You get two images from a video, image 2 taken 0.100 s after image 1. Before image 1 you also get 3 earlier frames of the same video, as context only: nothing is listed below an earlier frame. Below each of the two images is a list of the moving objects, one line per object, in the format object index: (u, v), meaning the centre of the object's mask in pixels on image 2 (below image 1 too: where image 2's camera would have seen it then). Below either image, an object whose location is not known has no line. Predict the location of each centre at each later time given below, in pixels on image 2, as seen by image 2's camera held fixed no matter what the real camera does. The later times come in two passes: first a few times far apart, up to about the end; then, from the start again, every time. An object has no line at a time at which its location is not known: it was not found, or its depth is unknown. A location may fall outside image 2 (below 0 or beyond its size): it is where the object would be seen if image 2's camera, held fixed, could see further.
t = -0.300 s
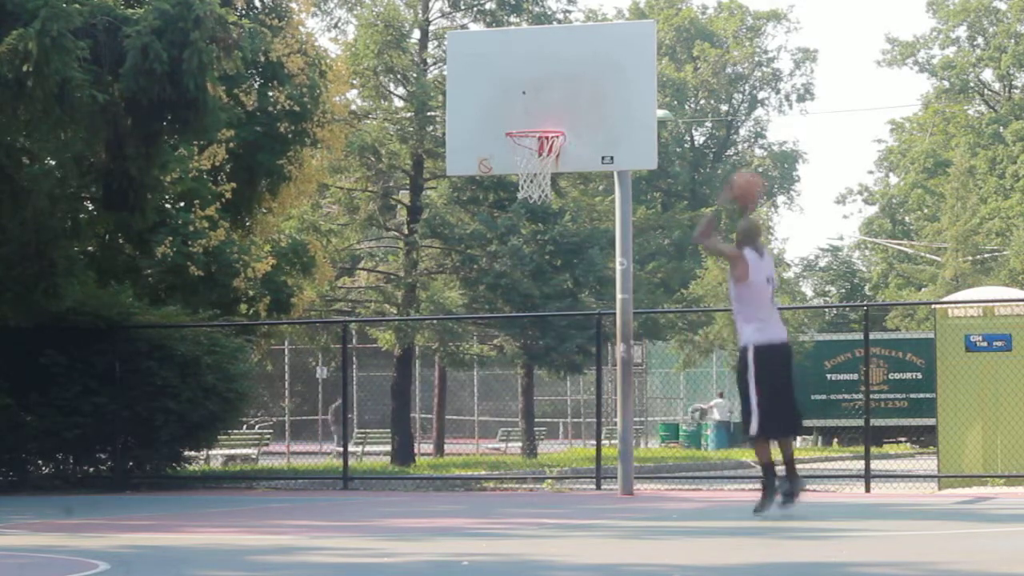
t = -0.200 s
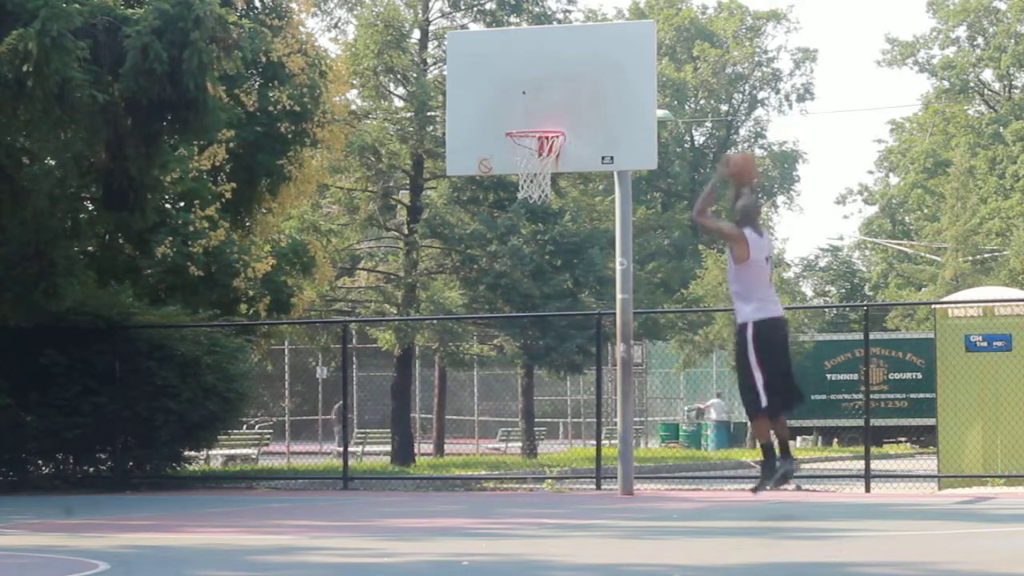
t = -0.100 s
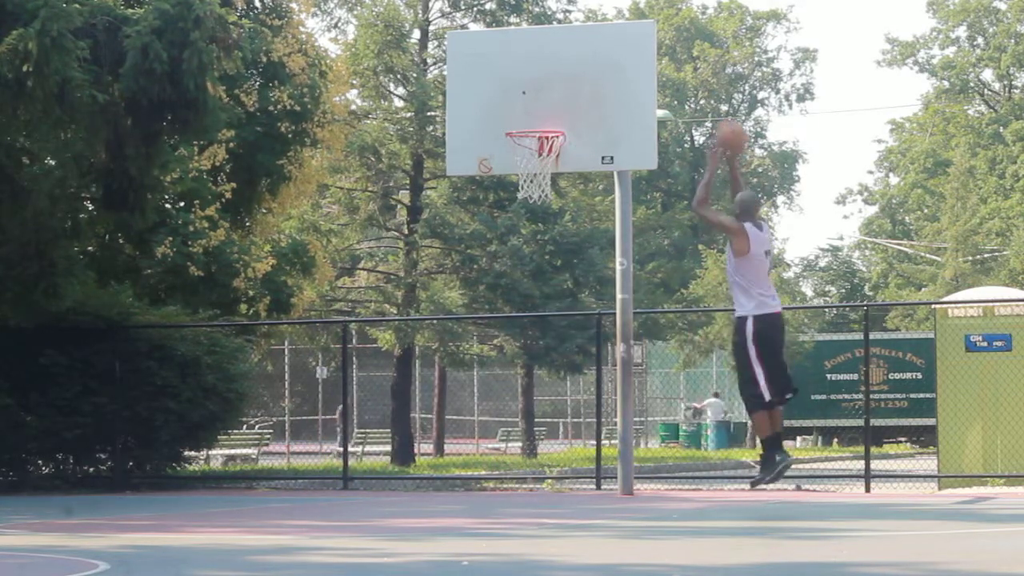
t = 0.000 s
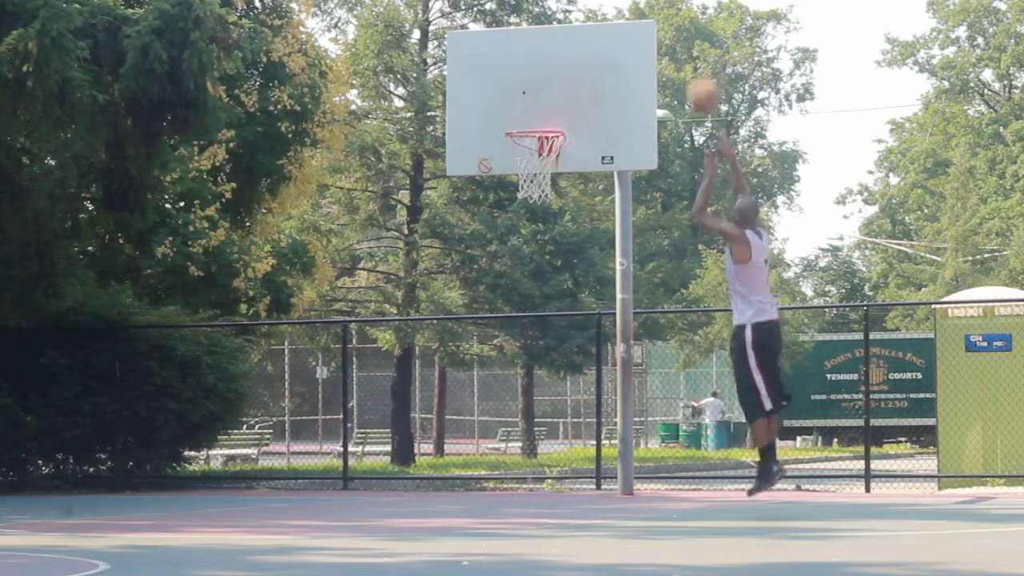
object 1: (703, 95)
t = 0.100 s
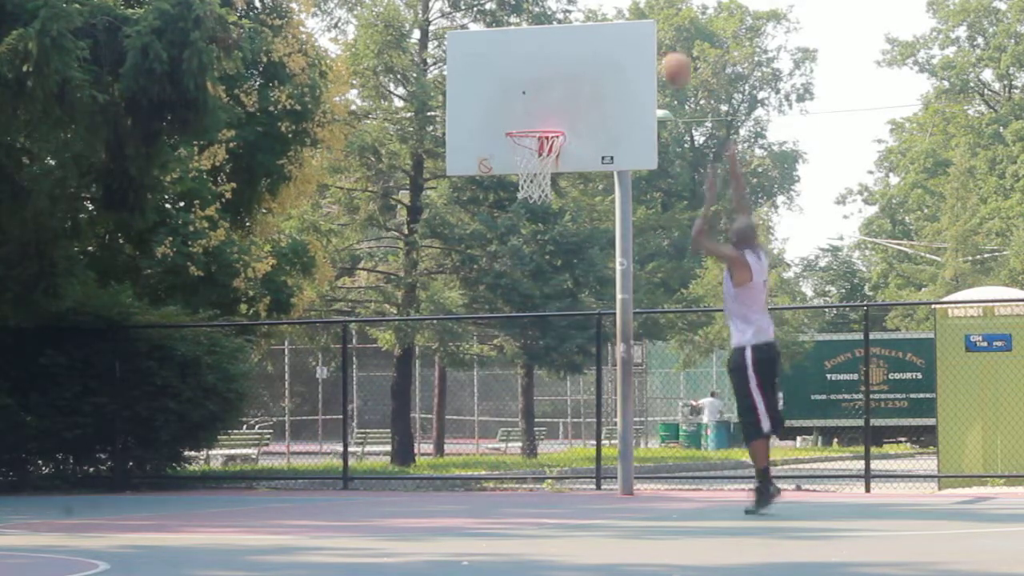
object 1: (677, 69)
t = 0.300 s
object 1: (626, 54)
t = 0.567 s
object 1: (565, 106)
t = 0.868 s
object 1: (517, 173)
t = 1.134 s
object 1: (522, 242)
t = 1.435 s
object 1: (528, 431)
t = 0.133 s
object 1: (668, 62)
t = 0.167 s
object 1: (660, 59)
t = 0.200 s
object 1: (651, 54)
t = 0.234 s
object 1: (642, 53)
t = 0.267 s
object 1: (634, 53)
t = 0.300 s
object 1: (626, 54)
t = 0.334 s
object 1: (618, 56)
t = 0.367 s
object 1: (609, 61)
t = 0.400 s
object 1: (602, 64)
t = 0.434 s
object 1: (594, 71)
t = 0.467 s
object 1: (587, 79)
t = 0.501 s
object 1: (579, 88)
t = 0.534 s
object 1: (573, 97)
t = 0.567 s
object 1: (565, 106)
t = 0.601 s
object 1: (555, 114)
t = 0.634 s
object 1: (546, 121)
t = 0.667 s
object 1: (535, 130)
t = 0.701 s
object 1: (526, 146)
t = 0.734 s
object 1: (521, 154)
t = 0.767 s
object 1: (517, 159)
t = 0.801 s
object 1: (516, 161)
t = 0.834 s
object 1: (516, 164)
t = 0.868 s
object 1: (517, 173)
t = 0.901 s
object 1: (517, 175)
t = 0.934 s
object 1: (518, 179)
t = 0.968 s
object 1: (520, 185)
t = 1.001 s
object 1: (520, 193)
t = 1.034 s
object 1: (522, 201)
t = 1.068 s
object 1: (522, 214)
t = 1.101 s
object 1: (522, 228)
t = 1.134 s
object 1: (522, 242)
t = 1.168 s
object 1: (523, 257)
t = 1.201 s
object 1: (524, 275)
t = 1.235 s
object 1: (524, 291)
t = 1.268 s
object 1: (525, 314)
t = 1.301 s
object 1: (526, 334)
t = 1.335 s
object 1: (527, 355)
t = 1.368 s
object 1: (526, 377)
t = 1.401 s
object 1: (526, 404)
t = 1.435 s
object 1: (528, 431)
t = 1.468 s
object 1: (530, 458)
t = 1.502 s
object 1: (531, 488)
